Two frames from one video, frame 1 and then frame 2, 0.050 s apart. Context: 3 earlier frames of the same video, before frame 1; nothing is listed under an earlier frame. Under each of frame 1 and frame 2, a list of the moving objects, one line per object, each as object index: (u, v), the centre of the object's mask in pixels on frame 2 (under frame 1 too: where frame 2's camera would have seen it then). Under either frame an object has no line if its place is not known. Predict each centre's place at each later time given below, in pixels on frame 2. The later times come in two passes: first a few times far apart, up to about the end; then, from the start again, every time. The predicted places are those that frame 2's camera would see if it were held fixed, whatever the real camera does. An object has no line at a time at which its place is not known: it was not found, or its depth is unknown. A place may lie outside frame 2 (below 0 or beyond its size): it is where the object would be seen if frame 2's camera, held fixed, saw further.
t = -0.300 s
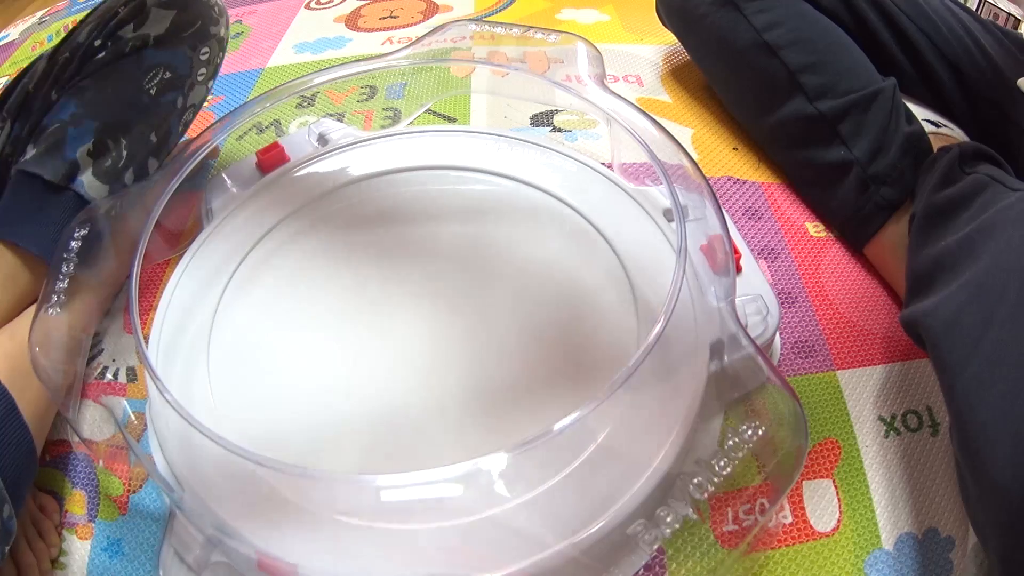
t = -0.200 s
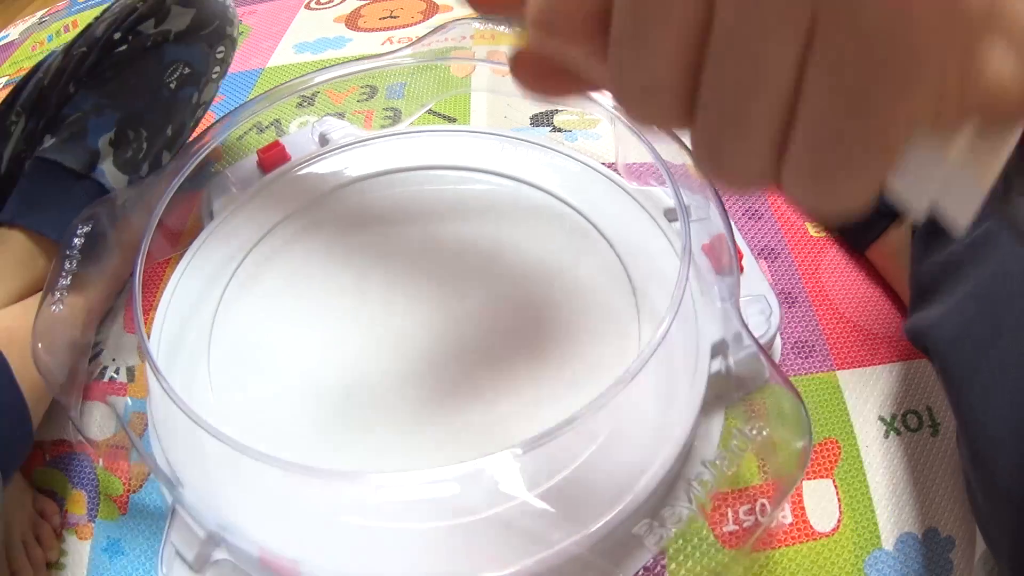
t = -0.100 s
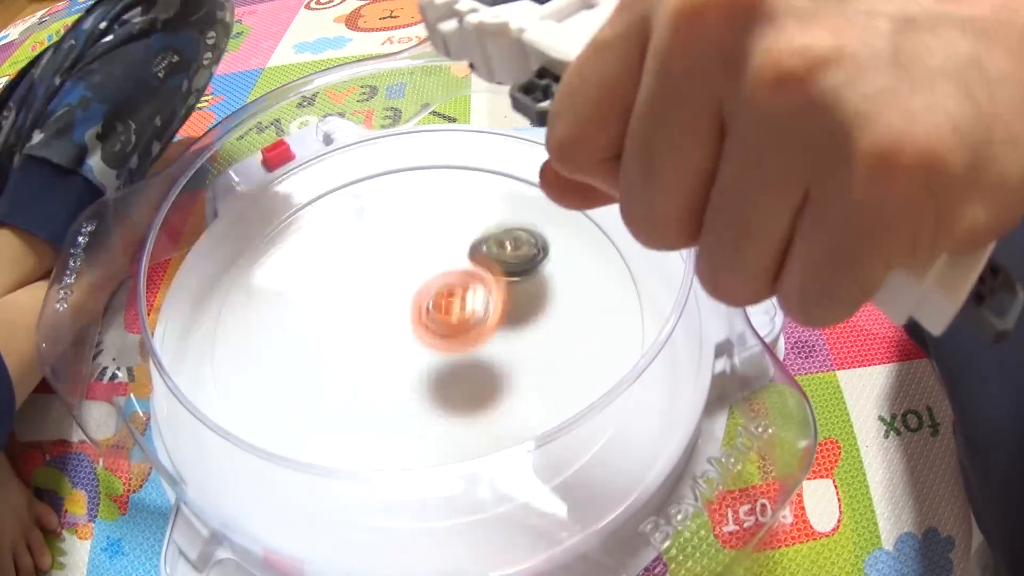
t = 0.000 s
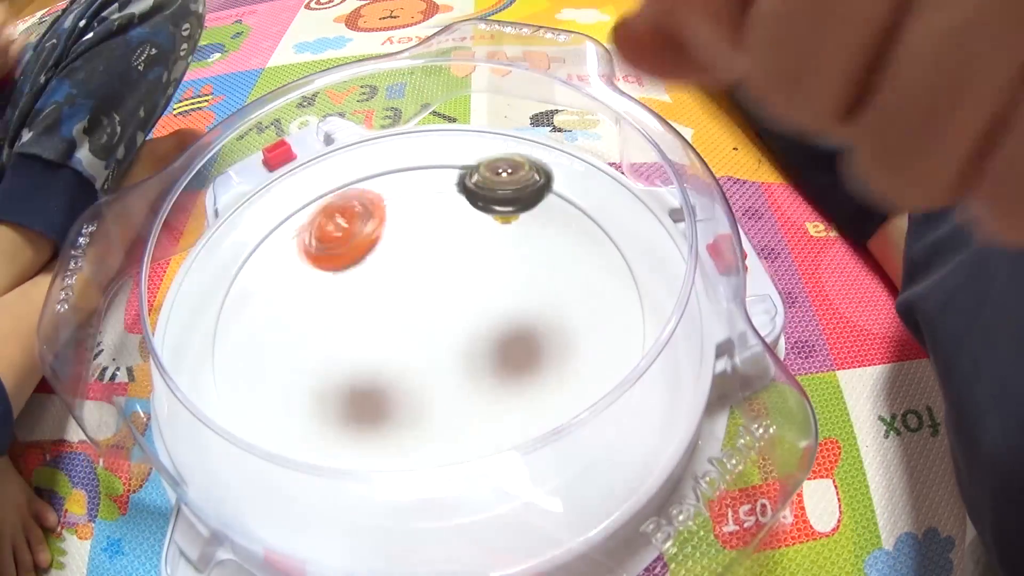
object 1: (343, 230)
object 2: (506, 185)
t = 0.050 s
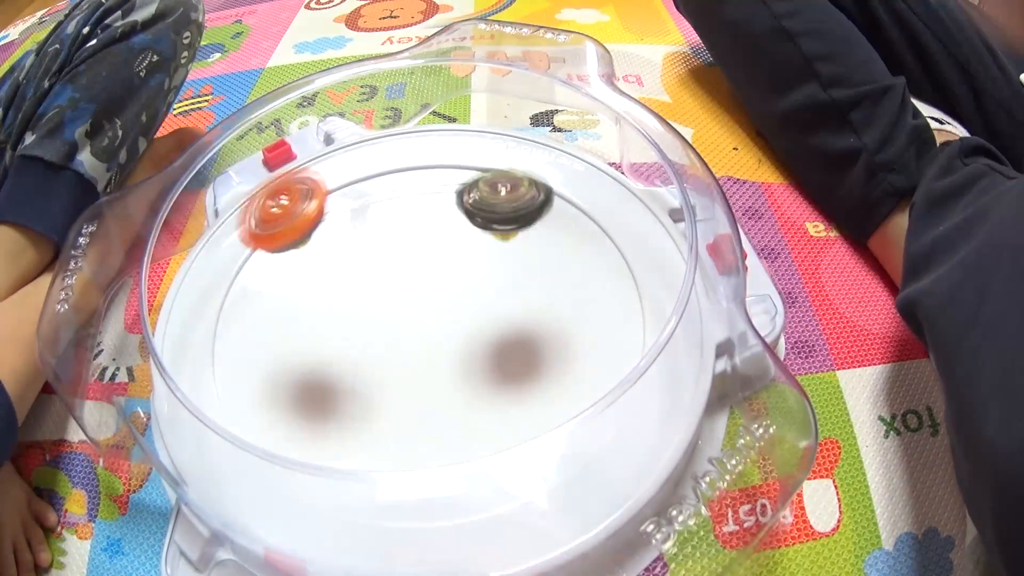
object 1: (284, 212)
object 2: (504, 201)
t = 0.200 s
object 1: (213, 271)
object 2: (476, 276)
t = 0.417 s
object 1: (286, 352)
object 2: (385, 287)
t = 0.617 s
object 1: (447, 380)
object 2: (307, 306)
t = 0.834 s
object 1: (481, 351)
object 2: (284, 363)
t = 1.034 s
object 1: (455, 339)
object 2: (352, 376)
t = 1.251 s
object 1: (480, 306)
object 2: (378, 332)
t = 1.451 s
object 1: (464, 293)
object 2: (350, 287)
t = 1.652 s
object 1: (440, 289)
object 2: (320, 289)
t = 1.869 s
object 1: (435, 290)
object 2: (346, 308)
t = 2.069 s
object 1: (518, 286)
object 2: (349, 296)
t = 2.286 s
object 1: (523, 269)
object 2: (375, 290)
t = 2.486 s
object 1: (516, 262)
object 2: (405, 273)
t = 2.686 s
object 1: (510, 264)
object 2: (419, 256)
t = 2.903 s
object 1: (495, 281)
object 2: (407, 263)
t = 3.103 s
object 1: (478, 310)
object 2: (397, 286)
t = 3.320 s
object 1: (480, 337)
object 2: (380, 293)
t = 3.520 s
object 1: (466, 340)
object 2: (378, 323)
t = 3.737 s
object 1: (486, 345)
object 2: (365, 327)
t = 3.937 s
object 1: (487, 343)
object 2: (362, 316)
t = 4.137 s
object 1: (464, 334)
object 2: (357, 303)
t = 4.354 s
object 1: (443, 333)
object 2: (363, 288)
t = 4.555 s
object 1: (431, 325)
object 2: (379, 270)
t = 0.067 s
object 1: (268, 214)
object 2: (504, 214)
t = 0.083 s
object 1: (255, 220)
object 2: (504, 232)
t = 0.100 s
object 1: (245, 229)
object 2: (504, 252)
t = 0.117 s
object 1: (236, 242)
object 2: (504, 275)
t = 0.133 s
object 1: (229, 258)
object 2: (504, 302)
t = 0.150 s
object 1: (225, 277)
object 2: (497, 294)
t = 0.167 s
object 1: (222, 288)
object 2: (490, 285)
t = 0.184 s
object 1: (217, 278)
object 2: (483, 279)
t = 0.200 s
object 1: (213, 271)
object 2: (476, 276)
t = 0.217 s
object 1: (210, 267)
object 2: (468, 277)
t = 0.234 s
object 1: (209, 266)
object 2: (462, 281)
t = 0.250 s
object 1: (209, 269)
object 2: (456, 288)
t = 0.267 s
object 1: (211, 275)
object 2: (449, 298)
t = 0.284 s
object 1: (215, 284)
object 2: (442, 298)
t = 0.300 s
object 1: (221, 297)
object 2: (433, 292)
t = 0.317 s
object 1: (228, 314)
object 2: (424, 289)
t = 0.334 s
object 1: (238, 331)
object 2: (416, 289)
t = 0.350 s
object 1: (245, 330)
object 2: (409, 292)
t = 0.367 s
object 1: (252, 331)
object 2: (403, 290)
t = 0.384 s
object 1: (261, 335)
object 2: (397, 287)
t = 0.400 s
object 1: (273, 342)
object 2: (391, 289)
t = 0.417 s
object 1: (286, 352)
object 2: (385, 287)
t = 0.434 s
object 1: (301, 366)
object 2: (379, 286)
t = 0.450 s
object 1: (314, 369)
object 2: (372, 286)
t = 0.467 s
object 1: (327, 370)
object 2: (365, 287)
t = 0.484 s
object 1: (342, 376)
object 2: (359, 287)
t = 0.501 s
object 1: (359, 383)
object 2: (351, 288)
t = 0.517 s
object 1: (372, 384)
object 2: (345, 290)
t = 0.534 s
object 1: (387, 386)
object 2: (338, 292)
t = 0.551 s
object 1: (401, 386)
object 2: (331, 294)
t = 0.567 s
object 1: (414, 386)
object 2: (325, 296)
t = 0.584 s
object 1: (426, 384)
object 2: (319, 299)
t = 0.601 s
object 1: (438, 383)
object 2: (312, 302)
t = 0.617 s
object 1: (447, 380)
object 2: (307, 306)
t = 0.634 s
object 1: (456, 377)
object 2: (302, 309)
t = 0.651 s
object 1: (464, 375)
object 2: (297, 313)
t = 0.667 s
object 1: (470, 372)
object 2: (293, 317)
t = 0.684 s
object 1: (476, 369)
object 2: (289, 321)
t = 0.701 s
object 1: (480, 365)
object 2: (286, 325)
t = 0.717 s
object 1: (483, 363)
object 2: (284, 330)
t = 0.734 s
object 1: (484, 360)
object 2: (282, 335)
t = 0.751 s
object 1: (485, 358)
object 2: (280, 339)
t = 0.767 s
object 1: (485, 356)
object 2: (279, 344)
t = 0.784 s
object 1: (484, 354)
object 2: (280, 349)
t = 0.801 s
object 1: (484, 353)
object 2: (280, 354)
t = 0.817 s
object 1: (483, 352)
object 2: (281, 358)
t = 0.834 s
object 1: (481, 351)
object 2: (284, 363)
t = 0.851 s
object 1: (479, 350)
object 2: (287, 367)
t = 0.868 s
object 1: (477, 348)
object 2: (290, 370)
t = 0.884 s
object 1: (475, 348)
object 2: (295, 373)
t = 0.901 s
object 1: (473, 347)
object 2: (300, 376)
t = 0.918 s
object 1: (471, 346)
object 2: (305, 378)
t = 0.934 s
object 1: (469, 345)
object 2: (312, 379)
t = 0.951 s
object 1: (466, 344)
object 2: (318, 381)
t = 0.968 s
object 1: (464, 343)
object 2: (324, 381)
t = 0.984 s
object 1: (462, 342)
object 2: (332, 380)
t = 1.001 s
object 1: (460, 341)
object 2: (339, 380)
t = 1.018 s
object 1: (457, 340)
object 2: (345, 378)
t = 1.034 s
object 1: (455, 339)
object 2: (352, 376)
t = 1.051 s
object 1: (453, 338)
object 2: (359, 374)
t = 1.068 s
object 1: (452, 337)
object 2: (364, 372)
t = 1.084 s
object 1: (459, 333)
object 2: (362, 369)
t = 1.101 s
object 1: (466, 330)
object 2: (361, 366)
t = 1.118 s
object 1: (471, 326)
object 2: (362, 363)
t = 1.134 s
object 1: (475, 323)
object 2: (363, 360)
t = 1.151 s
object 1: (478, 320)
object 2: (365, 356)
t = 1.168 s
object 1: (481, 317)
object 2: (368, 352)
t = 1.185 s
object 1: (482, 314)
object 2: (371, 349)
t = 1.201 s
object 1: (482, 312)
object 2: (372, 345)
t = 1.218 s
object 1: (482, 310)
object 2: (374, 340)
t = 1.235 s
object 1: (481, 308)
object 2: (376, 336)
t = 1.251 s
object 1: (480, 306)
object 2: (378, 332)
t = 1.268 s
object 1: (478, 304)
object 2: (378, 328)
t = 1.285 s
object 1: (476, 303)
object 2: (379, 323)
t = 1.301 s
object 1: (473, 301)
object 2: (380, 320)
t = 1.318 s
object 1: (471, 300)
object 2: (381, 316)
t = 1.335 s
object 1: (470, 300)
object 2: (380, 312)
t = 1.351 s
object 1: (470, 298)
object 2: (375, 308)
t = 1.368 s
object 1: (471, 297)
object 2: (370, 305)
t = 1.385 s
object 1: (470, 296)
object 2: (366, 301)
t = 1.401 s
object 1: (470, 295)
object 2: (362, 298)
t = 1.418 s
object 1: (468, 295)
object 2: (358, 294)
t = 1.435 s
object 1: (466, 294)
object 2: (354, 291)
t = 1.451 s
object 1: (464, 293)
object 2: (350, 287)
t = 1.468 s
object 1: (462, 293)
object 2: (347, 284)
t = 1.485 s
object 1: (460, 292)
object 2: (344, 282)
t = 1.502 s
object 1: (458, 292)
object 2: (340, 281)
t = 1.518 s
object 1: (455, 291)
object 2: (337, 279)
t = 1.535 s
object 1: (453, 290)
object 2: (334, 279)
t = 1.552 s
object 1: (451, 290)
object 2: (332, 279)
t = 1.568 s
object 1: (450, 290)
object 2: (329, 279)
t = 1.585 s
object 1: (448, 290)
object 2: (327, 280)
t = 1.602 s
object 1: (445, 290)
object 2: (325, 281)
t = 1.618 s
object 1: (444, 289)
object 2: (323, 283)
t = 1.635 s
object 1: (442, 289)
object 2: (321, 286)
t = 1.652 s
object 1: (440, 289)
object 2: (320, 289)
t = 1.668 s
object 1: (439, 290)
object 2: (320, 291)
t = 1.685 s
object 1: (437, 289)
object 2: (321, 293)
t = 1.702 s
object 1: (436, 289)
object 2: (322, 296)
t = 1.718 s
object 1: (434, 289)
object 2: (324, 298)
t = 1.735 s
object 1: (433, 290)
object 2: (326, 300)
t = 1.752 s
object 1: (432, 290)
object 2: (329, 302)
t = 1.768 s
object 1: (430, 290)
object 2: (332, 304)
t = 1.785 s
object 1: (429, 290)
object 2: (335, 305)
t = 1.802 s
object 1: (428, 290)
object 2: (338, 307)
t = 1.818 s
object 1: (429, 291)
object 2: (340, 308)
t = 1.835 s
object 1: (431, 291)
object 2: (341, 308)
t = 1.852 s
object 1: (433, 290)
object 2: (343, 308)
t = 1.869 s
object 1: (435, 290)
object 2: (346, 308)
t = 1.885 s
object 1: (438, 290)
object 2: (348, 307)
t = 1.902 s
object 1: (441, 290)
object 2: (351, 307)
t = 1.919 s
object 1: (444, 291)
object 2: (355, 306)
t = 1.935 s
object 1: (448, 291)
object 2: (357, 304)
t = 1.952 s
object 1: (460, 291)
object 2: (353, 302)
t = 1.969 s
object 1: (473, 290)
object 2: (349, 301)
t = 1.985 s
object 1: (483, 289)
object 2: (347, 299)
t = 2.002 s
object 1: (492, 289)
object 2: (346, 298)
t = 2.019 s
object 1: (501, 288)
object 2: (346, 297)
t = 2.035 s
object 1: (508, 287)
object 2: (347, 296)
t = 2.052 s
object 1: (514, 287)
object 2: (348, 296)
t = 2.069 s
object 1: (518, 286)
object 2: (349, 296)
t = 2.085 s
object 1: (521, 286)
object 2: (350, 296)
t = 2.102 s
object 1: (523, 285)
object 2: (351, 296)
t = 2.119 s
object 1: (525, 284)
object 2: (353, 296)
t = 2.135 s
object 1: (525, 282)
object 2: (355, 296)
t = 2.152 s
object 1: (525, 281)
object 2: (357, 295)
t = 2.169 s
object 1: (525, 279)
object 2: (359, 295)
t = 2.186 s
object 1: (525, 278)
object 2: (361, 295)
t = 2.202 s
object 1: (524, 276)
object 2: (363, 294)
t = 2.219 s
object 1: (524, 274)
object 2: (365, 293)
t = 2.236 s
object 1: (524, 273)
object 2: (368, 293)
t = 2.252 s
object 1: (523, 272)
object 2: (370, 292)
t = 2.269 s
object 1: (523, 270)
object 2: (373, 291)
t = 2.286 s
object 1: (523, 269)
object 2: (375, 290)
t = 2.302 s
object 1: (523, 268)
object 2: (378, 289)
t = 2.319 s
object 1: (523, 267)
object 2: (380, 288)
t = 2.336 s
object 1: (522, 266)
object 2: (383, 287)
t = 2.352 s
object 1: (522, 265)
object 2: (386, 285)
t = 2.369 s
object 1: (521, 265)
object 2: (389, 284)
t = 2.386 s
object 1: (520, 264)
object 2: (391, 282)
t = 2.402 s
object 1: (520, 263)
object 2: (393, 281)
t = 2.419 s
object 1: (519, 263)
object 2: (395, 279)
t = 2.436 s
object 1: (518, 263)
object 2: (398, 277)
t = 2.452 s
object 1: (517, 262)
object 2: (400, 276)
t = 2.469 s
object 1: (517, 262)
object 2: (403, 274)
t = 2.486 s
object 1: (516, 262)
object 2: (405, 273)
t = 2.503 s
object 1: (515, 262)
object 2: (407, 271)
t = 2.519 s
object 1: (515, 262)
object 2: (408, 270)
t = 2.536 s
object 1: (514, 262)
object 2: (410, 268)
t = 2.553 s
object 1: (513, 262)
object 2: (412, 266)
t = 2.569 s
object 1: (512, 262)
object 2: (414, 265)
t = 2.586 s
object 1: (511, 262)
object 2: (415, 263)
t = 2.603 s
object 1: (510, 262)
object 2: (417, 262)
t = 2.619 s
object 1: (510, 262)
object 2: (418, 261)
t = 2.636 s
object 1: (509, 263)
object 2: (419, 260)
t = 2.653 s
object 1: (508, 263)
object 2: (420, 259)
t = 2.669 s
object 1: (508, 263)
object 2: (421, 258)
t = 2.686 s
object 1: (510, 264)
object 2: (419, 256)
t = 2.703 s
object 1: (512, 265)
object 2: (418, 255)
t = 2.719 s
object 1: (512, 266)
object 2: (416, 254)
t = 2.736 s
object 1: (512, 267)
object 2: (415, 254)
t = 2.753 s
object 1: (511, 268)
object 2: (413, 254)
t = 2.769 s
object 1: (510, 269)
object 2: (412, 254)
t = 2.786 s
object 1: (509, 270)
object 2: (411, 255)
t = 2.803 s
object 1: (508, 271)
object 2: (410, 255)
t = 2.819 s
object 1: (506, 273)
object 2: (410, 256)
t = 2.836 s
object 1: (504, 274)
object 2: (409, 257)
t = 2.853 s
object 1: (502, 276)
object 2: (409, 259)
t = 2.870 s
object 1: (500, 278)
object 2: (408, 260)
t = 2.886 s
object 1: (498, 279)
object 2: (407, 261)
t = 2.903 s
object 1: (495, 281)
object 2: (407, 263)
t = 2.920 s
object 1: (493, 283)
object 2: (407, 264)
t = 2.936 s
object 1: (490, 285)
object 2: (407, 266)
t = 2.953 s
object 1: (490, 287)
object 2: (406, 267)
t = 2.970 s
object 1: (490, 290)
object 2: (404, 268)
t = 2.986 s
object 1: (488, 293)
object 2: (402, 270)
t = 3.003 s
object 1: (487, 296)
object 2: (401, 273)
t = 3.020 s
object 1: (486, 298)
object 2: (400, 275)
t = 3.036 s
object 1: (484, 301)
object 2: (400, 277)
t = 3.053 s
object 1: (483, 303)
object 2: (399, 279)
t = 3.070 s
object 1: (481, 305)
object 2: (399, 281)
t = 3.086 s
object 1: (479, 308)
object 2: (399, 284)
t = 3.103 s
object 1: (478, 310)
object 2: (397, 286)
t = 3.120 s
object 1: (478, 313)
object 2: (395, 287)
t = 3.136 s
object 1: (477, 315)
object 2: (394, 288)
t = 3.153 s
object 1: (476, 318)
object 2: (394, 289)
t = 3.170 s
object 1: (476, 319)
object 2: (393, 290)
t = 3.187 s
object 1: (474, 321)
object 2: (393, 291)
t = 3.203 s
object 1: (474, 322)
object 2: (392, 293)
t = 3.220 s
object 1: (472, 323)
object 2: (392, 294)
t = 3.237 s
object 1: (471, 324)
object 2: (392, 296)
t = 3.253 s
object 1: (474, 327)
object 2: (389, 294)
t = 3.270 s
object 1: (478, 330)
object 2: (386, 293)
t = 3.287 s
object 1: (480, 333)
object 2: (383, 292)
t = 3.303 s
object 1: (480, 335)
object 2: (381, 292)
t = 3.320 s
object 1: (480, 337)
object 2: (380, 293)
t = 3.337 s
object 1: (480, 338)
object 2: (378, 295)
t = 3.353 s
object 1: (479, 339)
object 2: (376, 298)
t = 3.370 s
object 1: (478, 340)
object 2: (375, 300)
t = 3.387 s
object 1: (477, 341)
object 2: (374, 303)
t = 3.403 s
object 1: (475, 341)
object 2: (373, 305)
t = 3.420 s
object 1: (474, 341)
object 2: (373, 308)
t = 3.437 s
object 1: (472, 341)
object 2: (373, 311)
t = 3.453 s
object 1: (471, 341)
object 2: (373, 313)
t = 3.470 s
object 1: (470, 340)
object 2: (374, 316)
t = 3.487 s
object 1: (468, 340)
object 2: (375, 319)
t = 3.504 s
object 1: (467, 340)
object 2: (376, 321)
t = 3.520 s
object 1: (466, 340)
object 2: (378, 323)
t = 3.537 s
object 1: (471, 340)
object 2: (373, 323)
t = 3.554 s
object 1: (478, 341)
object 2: (367, 322)
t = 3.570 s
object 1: (484, 343)
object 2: (362, 321)
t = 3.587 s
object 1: (489, 345)
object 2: (358, 321)
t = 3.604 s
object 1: (492, 346)
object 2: (355, 321)
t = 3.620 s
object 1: (494, 346)
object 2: (353, 321)
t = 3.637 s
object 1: (495, 346)
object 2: (352, 321)
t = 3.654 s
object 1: (494, 347)
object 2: (353, 321)
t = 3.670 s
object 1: (493, 347)
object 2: (355, 321)
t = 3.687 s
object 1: (492, 346)
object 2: (357, 322)
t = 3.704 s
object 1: (490, 346)
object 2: (360, 323)
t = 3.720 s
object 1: (488, 346)
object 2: (362, 325)
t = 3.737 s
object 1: (486, 345)
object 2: (365, 327)
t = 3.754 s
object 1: (483, 345)
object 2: (367, 328)
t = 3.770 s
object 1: (481, 344)
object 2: (369, 329)
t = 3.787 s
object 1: (479, 343)
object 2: (371, 330)
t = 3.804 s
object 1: (476, 342)
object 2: (373, 330)
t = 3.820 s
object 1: (474, 341)
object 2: (375, 330)
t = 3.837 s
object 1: (471, 340)
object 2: (378, 330)
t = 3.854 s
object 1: (472, 340)
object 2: (377, 329)
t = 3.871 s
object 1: (477, 341)
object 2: (372, 325)
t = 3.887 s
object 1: (481, 343)
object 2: (368, 323)
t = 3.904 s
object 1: (484, 343)
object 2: (366, 320)
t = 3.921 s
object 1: (486, 343)
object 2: (364, 318)
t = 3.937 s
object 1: (487, 343)
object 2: (362, 316)
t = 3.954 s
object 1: (487, 343)
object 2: (361, 315)
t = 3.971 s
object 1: (486, 342)
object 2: (359, 313)
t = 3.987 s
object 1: (485, 342)
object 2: (358, 312)
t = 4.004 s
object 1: (483, 341)
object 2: (357, 311)
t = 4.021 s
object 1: (481, 340)
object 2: (357, 310)
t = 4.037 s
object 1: (479, 339)
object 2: (356, 309)
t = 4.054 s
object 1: (477, 339)
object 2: (356, 308)
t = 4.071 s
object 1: (474, 338)
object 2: (356, 307)
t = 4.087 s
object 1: (472, 337)
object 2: (356, 306)
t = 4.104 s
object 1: (469, 336)
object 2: (356, 305)
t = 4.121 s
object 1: (466, 335)
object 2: (357, 304)
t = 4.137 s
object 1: (464, 334)
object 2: (357, 303)
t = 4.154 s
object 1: (461, 333)
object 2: (358, 303)
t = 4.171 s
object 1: (458, 333)
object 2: (359, 302)
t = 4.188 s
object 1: (456, 332)
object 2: (359, 302)
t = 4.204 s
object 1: (453, 331)
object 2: (360, 301)
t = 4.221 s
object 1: (450, 330)
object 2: (361, 301)
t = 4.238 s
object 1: (447, 330)
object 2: (362, 301)
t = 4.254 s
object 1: (444, 329)
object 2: (363, 300)
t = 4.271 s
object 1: (442, 329)
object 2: (362, 300)
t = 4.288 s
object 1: (443, 330)
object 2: (361, 296)
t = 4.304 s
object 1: (444, 331)
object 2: (361, 294)
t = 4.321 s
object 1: (444, 332)
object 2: (361, 291)
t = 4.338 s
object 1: (443, 333)
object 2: (362, 290)
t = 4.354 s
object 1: (443, 333)
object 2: (363, 288)
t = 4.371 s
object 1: (442, 333)
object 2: (364, 286)
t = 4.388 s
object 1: (441, 332)
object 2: (365, 285)
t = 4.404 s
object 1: (440, 331)
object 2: (367, 283)
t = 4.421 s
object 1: (439, 330)
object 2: (368, 282)
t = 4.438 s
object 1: (438, 329)
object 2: (370, 280)
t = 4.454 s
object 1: (437, 329)
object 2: (371, 279)
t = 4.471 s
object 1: (436, 328)
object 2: (372, 277)
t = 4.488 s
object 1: (435, 327)
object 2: (373, 275)
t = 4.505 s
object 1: (434, 326)
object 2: (375, 274)
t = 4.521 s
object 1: (433, 326)
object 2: (376, 273)
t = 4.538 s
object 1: (432, 325)
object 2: (378, 272)
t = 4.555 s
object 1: (431, 325)
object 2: (379, 270)
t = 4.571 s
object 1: (435, 330)
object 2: (378, 265)
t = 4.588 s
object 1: (439, 335)
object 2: (377, 261)
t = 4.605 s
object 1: (442, 340)
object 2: (376, 256)
